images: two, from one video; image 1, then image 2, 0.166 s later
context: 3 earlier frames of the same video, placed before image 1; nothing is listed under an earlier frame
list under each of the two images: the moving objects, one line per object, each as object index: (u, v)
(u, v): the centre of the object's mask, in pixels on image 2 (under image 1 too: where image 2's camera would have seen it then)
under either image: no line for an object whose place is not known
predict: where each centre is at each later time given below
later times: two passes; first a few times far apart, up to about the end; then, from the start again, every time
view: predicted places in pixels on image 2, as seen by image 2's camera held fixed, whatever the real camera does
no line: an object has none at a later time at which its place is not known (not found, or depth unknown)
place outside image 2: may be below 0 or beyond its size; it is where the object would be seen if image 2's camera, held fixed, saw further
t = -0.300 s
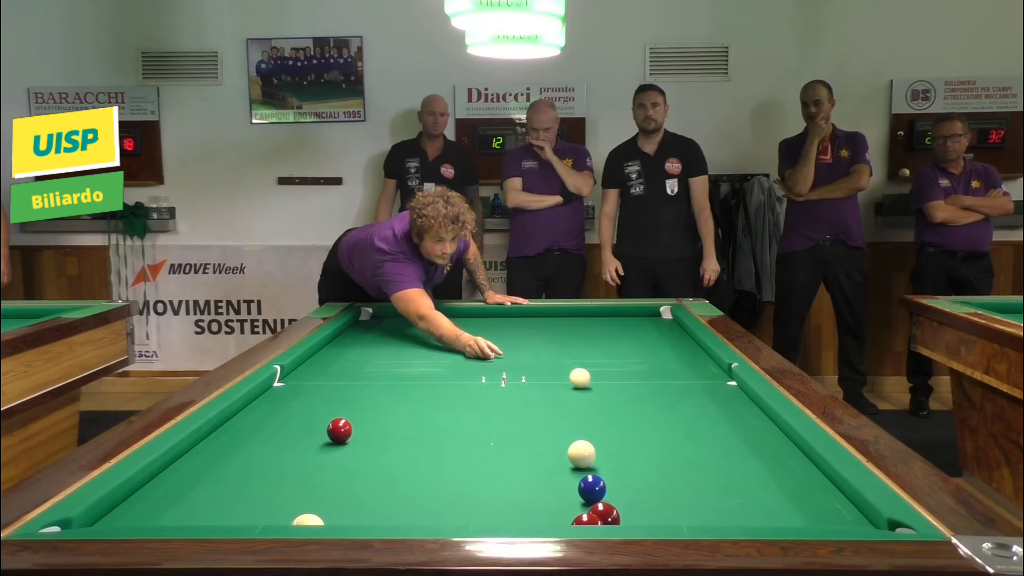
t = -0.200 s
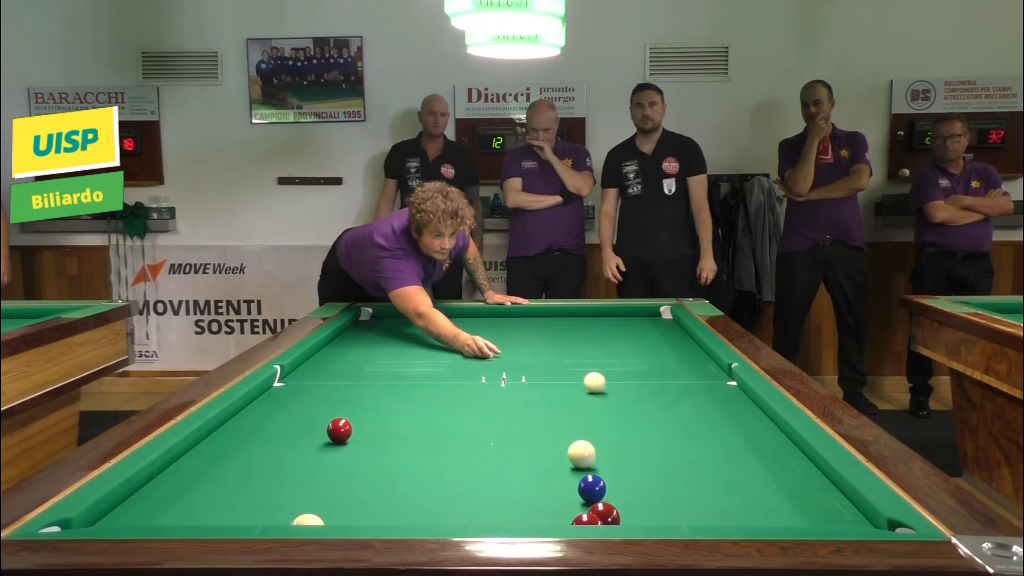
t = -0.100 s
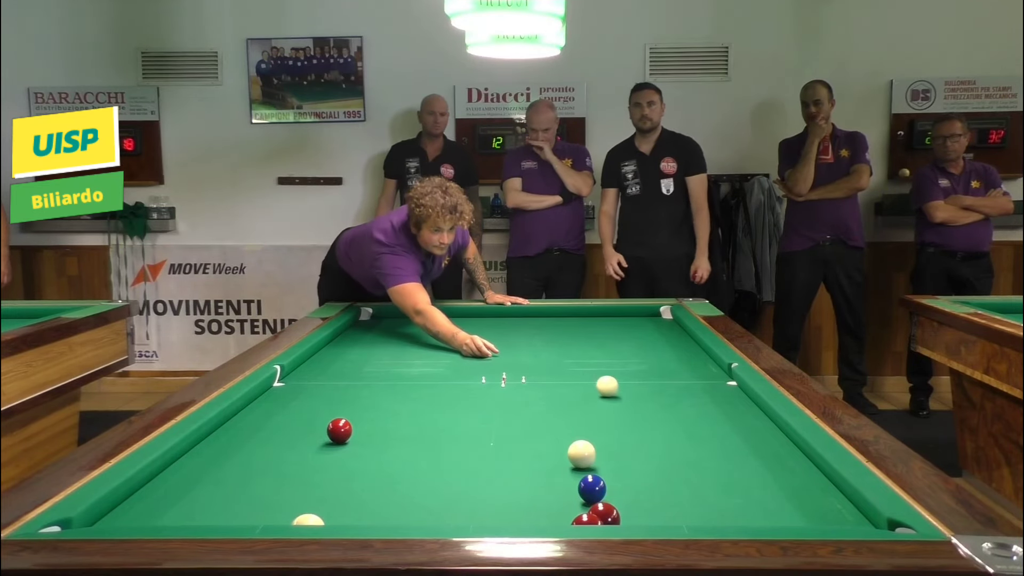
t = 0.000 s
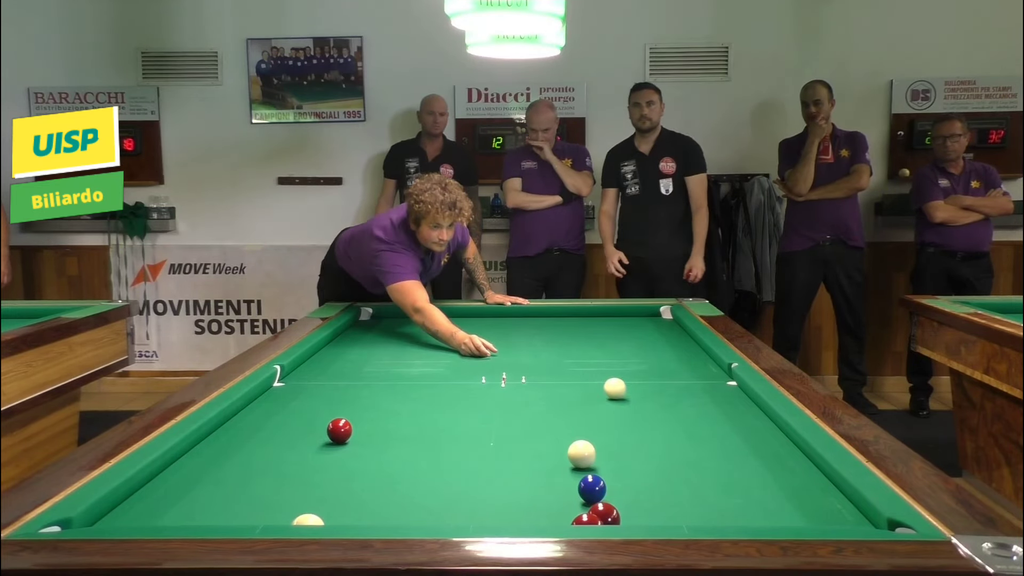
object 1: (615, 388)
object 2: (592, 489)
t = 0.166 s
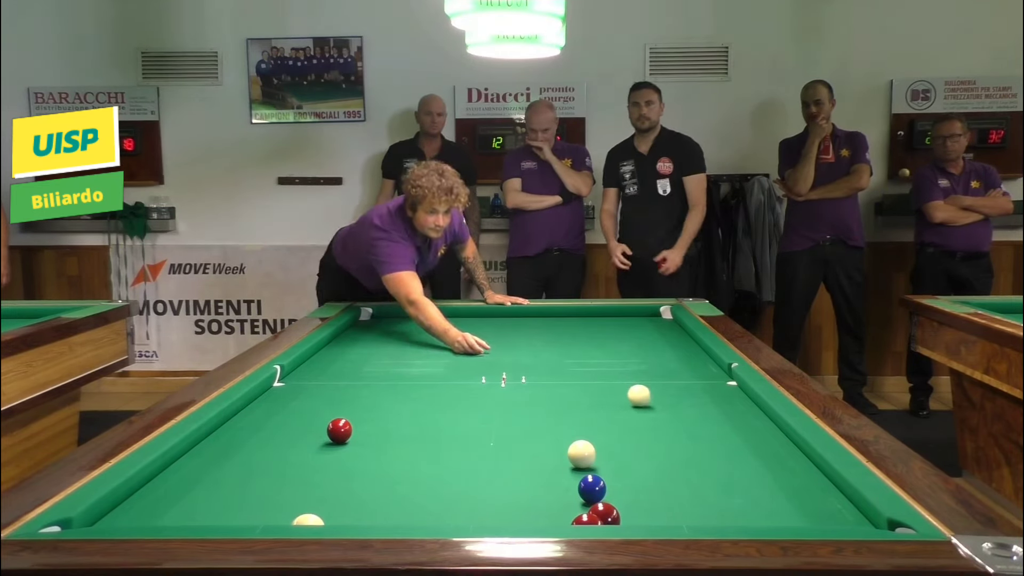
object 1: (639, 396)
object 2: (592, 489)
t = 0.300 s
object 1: (662, 402)
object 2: (592, 489)
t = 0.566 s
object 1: (701, 414)
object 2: (592, 489)
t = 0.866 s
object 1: (750, 428)
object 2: (592, 489)
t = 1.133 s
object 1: (777, 441)
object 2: (592, 489)
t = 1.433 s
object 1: (767, 455)
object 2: (592, 489)
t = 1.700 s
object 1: (760, 466)
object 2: (592, 489)
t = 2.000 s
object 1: (749, 481)
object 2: (592, 489)
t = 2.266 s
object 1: (738, 495)
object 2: (592, 489)
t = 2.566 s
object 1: (726, 510)
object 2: (592, 489)
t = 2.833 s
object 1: (714, 518)
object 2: (592, 489)
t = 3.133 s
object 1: (696, 520)
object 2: (592, 489)
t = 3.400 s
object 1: (677, 515)
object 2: (592, 489)
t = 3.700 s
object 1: (658, 511)
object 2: (592, 489)
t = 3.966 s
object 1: (642, 506)
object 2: (592, 489)
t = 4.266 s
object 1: (627, 498)
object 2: (592, 489)
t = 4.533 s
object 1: (617, 492)
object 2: (590, 488)
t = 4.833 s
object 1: (615, 490)
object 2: (579, 485)
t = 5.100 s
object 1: (614, 488)
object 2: (571, 483)
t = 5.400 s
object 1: (614, 486)
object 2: (564, 480)
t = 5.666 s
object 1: (614, 485)
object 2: (558, 478)
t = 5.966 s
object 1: (613, 484)
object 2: (553, 477)
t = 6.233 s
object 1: (613, 483)
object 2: (551, 476)
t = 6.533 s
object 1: (613, 483)
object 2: (548, 475)
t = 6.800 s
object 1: (613, 483)
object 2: (547, 474)
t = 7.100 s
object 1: (613, 482)
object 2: (546, 474)
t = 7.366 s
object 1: (613, 482)
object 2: (546, 474)
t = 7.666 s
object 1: (613, 482)
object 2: (546, 474)
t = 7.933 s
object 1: (613, 482)
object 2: (546, 474)
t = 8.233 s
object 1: (613, 482)
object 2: (546, 474)
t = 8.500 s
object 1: (613, 482)
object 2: (546, 474)
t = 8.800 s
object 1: (613, 482)
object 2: (546, 474)
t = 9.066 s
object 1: (613, 482)
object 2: (546, 474)
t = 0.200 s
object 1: (645, 397)
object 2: (592, 489)
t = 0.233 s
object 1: (650, 399)
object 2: (592, 489)
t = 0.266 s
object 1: (656, 401)
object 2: (592, 489)
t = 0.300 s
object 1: (662, 402)
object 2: (592, 489)
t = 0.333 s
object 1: (664, 403)
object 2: (592, 489)
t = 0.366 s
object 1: (668, 404)
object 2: (592, 489)
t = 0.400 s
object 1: (673, 406)
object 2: (592, 489)
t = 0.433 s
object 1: (679, 408)
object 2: (592, 489)
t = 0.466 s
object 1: (685, 409)
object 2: (592, 489)
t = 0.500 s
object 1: (691, 411)
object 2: (592, 489)
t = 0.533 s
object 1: (695, 412)
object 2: (592, 489)
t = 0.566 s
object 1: (701, 414)
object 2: (592, 489)
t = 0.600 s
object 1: (707, 416)
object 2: (592, 489)
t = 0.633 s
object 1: (710, 417)
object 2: (592, 489)
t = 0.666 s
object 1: (717, 418)
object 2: (592, 489)
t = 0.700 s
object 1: (723, 420)
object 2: (592, 489)
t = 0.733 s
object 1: (730, 422)
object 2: (592, 489)
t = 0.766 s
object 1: (733, 423)
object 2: (592, 489)
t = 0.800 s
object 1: (736, 424)
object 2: (592, 489)
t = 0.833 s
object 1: (743, 426)
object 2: (592, 489)
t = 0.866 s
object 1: (750, 428)
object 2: (592, 489)
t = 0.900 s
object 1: (753, 429)
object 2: (592, 489)
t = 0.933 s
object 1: (760, 431)
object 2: (592, 489)
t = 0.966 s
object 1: (767, 433)
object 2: (592, 489)
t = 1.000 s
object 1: (770, 434)
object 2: (592, 489)
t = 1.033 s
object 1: (778, 436)
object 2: (592, 489)
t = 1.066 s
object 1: (779, 438)
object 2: (592, 489)
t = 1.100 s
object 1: (778, 439)
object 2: (592, 489)
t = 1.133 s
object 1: (777, 441)
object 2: (592, 489)
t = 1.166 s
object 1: (776, 442)
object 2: (592, 489)
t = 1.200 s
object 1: (775, 444)
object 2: (592, 489)
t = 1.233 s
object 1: (774, 445)
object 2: (592, 489)
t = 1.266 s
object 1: (773, 447)
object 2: (592, 489)
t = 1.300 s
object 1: (772, 448)
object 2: (592, 489)
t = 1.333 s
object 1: (771, 450)
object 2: (592, 489)
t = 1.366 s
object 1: (770, 451)
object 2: (592, 489)
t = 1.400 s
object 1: (769, 453)
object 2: (592, 489)
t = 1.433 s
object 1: (767, 455)
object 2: (592, 489)
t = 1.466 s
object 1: (767, 456)
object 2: (592, 489)
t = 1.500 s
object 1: (766, 457)
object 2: (592, 489)
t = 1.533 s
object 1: (766, 458)
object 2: (592, 489)
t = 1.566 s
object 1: (764, 461)
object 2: (592, 489)
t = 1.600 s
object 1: (763, 461)
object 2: (592, 489)
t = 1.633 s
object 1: (762, 463)
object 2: (592, 489)
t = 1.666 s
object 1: (760, 465)
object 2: (592, 489)
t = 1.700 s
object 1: (760, 466)
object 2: (592, 489)
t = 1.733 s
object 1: (758, 468)
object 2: (592, 489)
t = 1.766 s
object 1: (757, 470)
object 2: (592, 489)
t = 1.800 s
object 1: (755, 472)
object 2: (592, 489)
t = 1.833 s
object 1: (755, 473)
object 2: (592, 489)
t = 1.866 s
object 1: (753, 475)
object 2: (592, 489)
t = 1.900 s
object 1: (752, 477)
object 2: (592, 489)
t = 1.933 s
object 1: (751, 479)
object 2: (592, 489)
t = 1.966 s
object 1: (750, 480)
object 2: (592, 489)
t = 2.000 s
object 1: (749, 481)
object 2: (592, 489)
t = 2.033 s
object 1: (748, 483)
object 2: (592, 489)
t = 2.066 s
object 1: (746, 485)
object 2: (592, 489)
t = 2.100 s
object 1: (745, 486)
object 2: (592, 489)
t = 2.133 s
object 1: (744, 488)
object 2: (592, 489)
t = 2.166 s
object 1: (742, 490)
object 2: (592, 489)
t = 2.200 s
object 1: (742, 491)
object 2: (592, 489)
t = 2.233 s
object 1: (740, 493)
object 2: (592, 489)
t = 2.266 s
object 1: (738, 495)
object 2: (592, 489)
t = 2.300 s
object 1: (738, 496)
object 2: (592, 489)
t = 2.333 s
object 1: (736, 498)
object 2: (592, 489)
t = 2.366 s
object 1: (734, 500)
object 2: (592, 489)
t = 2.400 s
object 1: (733, 502)
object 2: (592, 489)
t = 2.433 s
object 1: (732, 503)
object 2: (592, 489)
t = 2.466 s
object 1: (730, 506)
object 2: (592, 489)
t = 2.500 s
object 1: (729, 507)
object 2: (592, 489)
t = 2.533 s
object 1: (728, 509)
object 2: (592, 489)
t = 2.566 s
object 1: (726, 510)
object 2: (592, 489)
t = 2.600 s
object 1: (725, 511)
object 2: (592, 489)
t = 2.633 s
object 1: (724, 512)
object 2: (592, 489)
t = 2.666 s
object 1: (722, 513)
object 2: (592, 489)
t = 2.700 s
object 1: (720, 515)
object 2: (592, 489)
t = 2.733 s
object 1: (719, 515)
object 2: (592, 489)
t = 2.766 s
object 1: (717, 516)
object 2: (592, 489)
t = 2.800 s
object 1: (716, 517)
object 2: (592, 489)
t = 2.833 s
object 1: (714, 518)
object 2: (592, 489)
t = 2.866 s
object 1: (712, 519)
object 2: (592, 489)
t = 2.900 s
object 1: (710, 520)
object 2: (592, 489)
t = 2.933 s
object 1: (709, 520)
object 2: (592, 489)
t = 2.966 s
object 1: (708, 521)
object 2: (592, 489)
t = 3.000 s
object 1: (707, 522)
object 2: (592, 489)
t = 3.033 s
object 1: (703, 521)
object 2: (592, 489)
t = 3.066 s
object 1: (700, 521)
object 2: (592, 489)
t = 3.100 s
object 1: (697, 520)
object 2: (592, 489)
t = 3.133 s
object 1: (696, 520)
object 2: (592, 489)
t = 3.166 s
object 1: (692, 519)
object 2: (592, 489)
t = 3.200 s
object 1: (690, 519)
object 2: (592, 489)
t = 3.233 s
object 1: (688, 518)
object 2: (592, 489)
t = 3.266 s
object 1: (687, 518)
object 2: (592, 489)
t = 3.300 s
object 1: (685, 517)
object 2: (592, 489)
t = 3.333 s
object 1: (683, 517)
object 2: (592, 489)
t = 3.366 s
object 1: (679, 516)
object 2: (592, 489)
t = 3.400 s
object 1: (677, 515)
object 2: (592, 489)
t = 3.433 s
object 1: (675, 515)
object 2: (592, 489)
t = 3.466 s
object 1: (672, 515)
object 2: (592, 489)
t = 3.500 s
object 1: (671, 514)
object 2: (592, 489)
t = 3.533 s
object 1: (668, 514)
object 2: (592, 489)
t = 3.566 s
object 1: (666, 513)
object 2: (592, 489)
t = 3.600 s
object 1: (664, 513)
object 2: (592, 489)
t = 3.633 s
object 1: (662, 512)
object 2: (592, 489)
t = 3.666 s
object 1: (659, 511)
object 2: (592, 489)
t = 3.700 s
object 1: (658, 511)
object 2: (592, 489)
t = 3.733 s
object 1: (656, 510)
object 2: (592, 489)
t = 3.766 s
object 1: (653, 510)
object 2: (592, 489)
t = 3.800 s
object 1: (651, 509)
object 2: (592, 489)
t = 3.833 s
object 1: (650, 509)
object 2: (592, 489)
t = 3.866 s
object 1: (648, 508)
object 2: (592, 489)
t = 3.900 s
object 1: (647, 508)
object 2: (592, 489)
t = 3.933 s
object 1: (645, 507)
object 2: (592, 489)
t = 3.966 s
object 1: (642, 506)
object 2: (592, 489)
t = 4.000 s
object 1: (641, 505)
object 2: (592, 489)
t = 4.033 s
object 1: (639, 504)
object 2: (592, 489)
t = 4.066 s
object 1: (637, 503)
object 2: (592, 489)
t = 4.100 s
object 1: (635, 502)
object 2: (592, 489)
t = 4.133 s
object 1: (634, 502)
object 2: (592, 489)
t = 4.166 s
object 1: (632, 501)
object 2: (592, 489)
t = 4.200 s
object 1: (630, 500)
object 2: (592, 489)
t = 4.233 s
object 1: (629, 499)
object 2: (592, 489)
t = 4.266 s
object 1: (627, 498)
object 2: (592, 489)
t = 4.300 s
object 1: (627, 498)
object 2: (592, 489)
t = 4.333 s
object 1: (625, 497)
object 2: (592, 489)
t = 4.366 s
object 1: (623, 496)
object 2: (592, 489)
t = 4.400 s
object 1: (622, 495)
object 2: (592, 489)
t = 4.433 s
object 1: (620, 494)
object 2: (592, 489)
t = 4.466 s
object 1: (619, 493)
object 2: (591, 488)
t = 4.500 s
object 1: (617, 493)
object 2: (590, 488)
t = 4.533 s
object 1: (617, 492)
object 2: (590, 488)
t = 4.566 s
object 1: (617, 492)
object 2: (589, 488)
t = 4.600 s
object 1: (617, 492)
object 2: (588, 488)
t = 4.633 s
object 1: (616, 492)
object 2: (586, 487)
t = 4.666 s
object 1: (616, 491)
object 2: (585, 487)
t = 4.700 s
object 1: (616, 491)
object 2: (583, 487)
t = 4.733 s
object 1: (616, 491)
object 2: (583, 486)
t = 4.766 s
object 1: (615, 491)
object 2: (581, 486)
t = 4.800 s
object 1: (615, 490)
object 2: (581, 486)
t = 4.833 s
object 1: (615, 490)
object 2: (579, 485)
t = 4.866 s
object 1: (615, 490)
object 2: (578, 485)
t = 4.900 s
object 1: (615, 490)
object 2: (577, 485)
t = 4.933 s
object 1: (615, 489)
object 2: (576, 484)
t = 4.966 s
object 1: (615, 489)
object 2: (575, 484)
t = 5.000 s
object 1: (614, 489)
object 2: (574, 484)
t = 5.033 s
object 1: (614, 489)
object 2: (573, 483)
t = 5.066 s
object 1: (614, 488)
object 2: (572, 483)
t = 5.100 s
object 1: (614, 488)
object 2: (571, 483)
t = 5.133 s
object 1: (614, 488)
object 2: (570, 483)
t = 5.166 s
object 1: (614, 488)
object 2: (569, 482)
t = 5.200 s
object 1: (614, 487)
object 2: (569, 482)
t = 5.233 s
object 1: (614, 487)
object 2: (568, 482)
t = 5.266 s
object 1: (614, 487)
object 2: (566, 481)
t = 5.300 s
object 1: (614, 487)
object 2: (566, 481)
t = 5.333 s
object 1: (614, 487)
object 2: (565, 481)
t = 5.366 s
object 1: (614, 486)
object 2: (565, 481)
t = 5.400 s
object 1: (614, 486)
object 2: (564, 480)
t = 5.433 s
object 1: (614, 486)
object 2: (563, 480)
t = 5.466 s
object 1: (614, 486)
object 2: (562, 480)
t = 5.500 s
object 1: (614, 486)
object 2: (562, 480)
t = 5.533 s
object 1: (614, 485)
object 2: (561, 479)
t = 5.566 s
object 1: (614, 485)
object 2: (560, 479)
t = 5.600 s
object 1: (614, 485)
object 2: (560, 479)
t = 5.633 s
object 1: (614, 485)
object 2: (559, 479)
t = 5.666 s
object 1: (614, 485)
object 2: (558, 478)
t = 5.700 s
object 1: (614, 485)
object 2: (558, 478)
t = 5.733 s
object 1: (614, 485)
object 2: (557, 478)
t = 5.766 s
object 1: (614, 484)
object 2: (556, 478)
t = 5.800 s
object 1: (614, 484)
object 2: (556, 478)
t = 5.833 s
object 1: (614, 484)
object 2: (555, 477)
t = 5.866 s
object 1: (614, 484)
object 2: (555, 477)
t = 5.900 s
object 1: (614, 484)
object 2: (554, 477)
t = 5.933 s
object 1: (614, 484)
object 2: (554, 477)
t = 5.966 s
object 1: (613, 484)
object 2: (553, 477)
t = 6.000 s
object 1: (613, 484)
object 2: (553, 477)
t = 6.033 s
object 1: (613, 483)
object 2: (553, 476)
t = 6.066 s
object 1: (613, 484)
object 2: (552, 476)
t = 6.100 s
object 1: (613, 483)
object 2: (552, 476)
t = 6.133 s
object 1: (613, 483)
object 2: (552, 476)
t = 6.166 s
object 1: (613, 483)
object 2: (551, 476)
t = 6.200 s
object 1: (613, 483)
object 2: (551, 476)
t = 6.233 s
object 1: (613, 483)
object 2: (551, 476)
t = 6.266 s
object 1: (613, 483)
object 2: (551, 475)
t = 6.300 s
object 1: (613, 483)
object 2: (550, 475)
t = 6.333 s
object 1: (613, 483)
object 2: (550, 475)
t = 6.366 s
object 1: (613, 483)
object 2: (550, 475)
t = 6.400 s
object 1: (612, 483)
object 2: (549, 475)
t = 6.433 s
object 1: (612, 483)
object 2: (549, 475)
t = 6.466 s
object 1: (613, 482)
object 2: (549, 475)
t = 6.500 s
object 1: (613, 483)
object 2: (549, 475)
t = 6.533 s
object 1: (613, 483)
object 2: (548, 475)
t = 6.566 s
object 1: (613, 483)
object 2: (548, 474)
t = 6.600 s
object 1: (613, 483)
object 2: (548, 474)
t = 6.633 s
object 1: (613, 482)
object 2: (548, 474)
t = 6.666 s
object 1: (613, 482)
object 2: (548, 474)
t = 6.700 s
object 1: (613, 483)
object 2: (548, 474)
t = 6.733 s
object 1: (613, 482)
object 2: (548, 474)
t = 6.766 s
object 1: (613, 483)
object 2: (547, 474)
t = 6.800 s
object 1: (613, 483)
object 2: (547, 474)
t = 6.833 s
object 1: (613, 483)
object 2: (547, 474)
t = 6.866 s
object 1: (613, 483)
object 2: (547, 474)
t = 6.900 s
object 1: (613, 482)
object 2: (547, 474)
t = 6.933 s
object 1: (613, 482)
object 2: (547, 474)
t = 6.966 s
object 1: (613, 482)
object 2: (546, 474)
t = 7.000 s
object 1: (613, 483)
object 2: (546, 474)
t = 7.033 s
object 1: (613, 482)
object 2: (546, 474)
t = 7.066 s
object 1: (613, 483)
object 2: (546, 474)
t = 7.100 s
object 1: (613, 482)
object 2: (546, 474)
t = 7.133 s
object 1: (613, 482)
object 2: (546, 474)
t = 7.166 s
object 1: (613, 482)
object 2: (546, 474)
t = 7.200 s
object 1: (613, 482)
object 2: (546, 474)
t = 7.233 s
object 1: (613, 482)
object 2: (546, 474)
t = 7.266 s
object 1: (613, 482)
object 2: (546, 474)
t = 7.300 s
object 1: (613, 482)
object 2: (546, 474)
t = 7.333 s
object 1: (613, 482)
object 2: (546, 474)
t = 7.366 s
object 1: (613, 482)
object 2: (546, 474)
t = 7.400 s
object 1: (613, 482)
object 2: (546, 474)
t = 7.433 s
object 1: (613, 482)
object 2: (546, 474)
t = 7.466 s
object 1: (613, 482)
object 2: (546, 474)
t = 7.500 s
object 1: (613, 482)
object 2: (546, 474)
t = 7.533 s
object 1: (613, 482)
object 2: (546, 474)
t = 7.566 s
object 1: (613, 482)
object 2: (546, 474)
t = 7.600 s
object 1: (613, 482)
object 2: (546, 474)
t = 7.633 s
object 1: (613, 482)
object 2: (546, 474)
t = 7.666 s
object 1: (613, 482)
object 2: (546, 474)
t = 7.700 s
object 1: (613, 482)
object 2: (546, 474)
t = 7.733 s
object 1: (613, 482)
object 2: (546, 474)
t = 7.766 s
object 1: (613, 482)
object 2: (546, 474)
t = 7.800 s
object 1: (613, 482)
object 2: (546, 474)
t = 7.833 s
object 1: (613, 482)
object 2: (546, 474)
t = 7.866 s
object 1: (613, 482)
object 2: (546, 474)
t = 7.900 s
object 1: (613, 482)
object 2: (546, 474)
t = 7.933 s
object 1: (613, 482)
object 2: (546, 474)
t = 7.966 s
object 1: (613, 482)
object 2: (546, 474)
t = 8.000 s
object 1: (613, 482)
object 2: (546, 474)
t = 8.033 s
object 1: (613, 482)
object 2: (546, 474)
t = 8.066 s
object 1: (613, 482)
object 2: (546, 474)
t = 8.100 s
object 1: (613, 482)
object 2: (546, 474)
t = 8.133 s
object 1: (613, 482)
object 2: (546, 474)
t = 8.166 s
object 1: (613, 482)
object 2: (546, 474)
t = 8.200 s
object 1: (613, 482)
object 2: (546, 474)
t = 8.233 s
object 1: (613, 482)
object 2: (546, 474)
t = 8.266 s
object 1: (613, 482)
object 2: (546, 474)
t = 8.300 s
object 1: (613, 482)
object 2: (546, 474)
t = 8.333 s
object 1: (613, 482)
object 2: (546, 474)
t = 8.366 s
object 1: (613, 482)
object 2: (546, 474)
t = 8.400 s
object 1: (613, 482)
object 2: (546, 474)
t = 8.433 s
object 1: (613, 482)
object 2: (546, 474)
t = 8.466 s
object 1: (613, 482)
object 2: (546, 474)
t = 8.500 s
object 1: (613, 482)
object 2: (546, 474)
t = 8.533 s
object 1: (613, 483)
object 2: (546, 474)
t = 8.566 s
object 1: (613, 482)
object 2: (546, 474)
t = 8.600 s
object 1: (613, 483)
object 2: (546, 474)
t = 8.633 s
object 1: (613, 482)
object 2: (546, 474)
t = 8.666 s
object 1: (613, 482)
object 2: (546, 474)
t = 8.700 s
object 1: (613, 482)
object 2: (546, 474)
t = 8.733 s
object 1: (613, 482)
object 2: (546, 474)
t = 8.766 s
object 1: (613, 482)
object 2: (546, 474)
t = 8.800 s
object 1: (613, 482)
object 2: (546, 474)
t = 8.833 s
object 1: (613, 482)
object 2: (546, 474)
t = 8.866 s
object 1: (613, 482)
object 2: (546, 474)
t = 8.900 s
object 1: (613, 482)
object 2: (546, 474)
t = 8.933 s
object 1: (613, 482)
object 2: (546, 474)
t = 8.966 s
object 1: (613, 482)
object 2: (546, 474)
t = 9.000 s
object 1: (613, 482)
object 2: (546, 474)
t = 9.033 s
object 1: (613, 482)
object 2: (546, 474)
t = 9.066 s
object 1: (613, 482)
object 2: (546, 474)
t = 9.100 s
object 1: (613, 482)
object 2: (546, 474)
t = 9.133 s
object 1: (613, 482)
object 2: (546, 474)
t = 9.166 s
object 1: (613, 482)
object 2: (546, 474)
